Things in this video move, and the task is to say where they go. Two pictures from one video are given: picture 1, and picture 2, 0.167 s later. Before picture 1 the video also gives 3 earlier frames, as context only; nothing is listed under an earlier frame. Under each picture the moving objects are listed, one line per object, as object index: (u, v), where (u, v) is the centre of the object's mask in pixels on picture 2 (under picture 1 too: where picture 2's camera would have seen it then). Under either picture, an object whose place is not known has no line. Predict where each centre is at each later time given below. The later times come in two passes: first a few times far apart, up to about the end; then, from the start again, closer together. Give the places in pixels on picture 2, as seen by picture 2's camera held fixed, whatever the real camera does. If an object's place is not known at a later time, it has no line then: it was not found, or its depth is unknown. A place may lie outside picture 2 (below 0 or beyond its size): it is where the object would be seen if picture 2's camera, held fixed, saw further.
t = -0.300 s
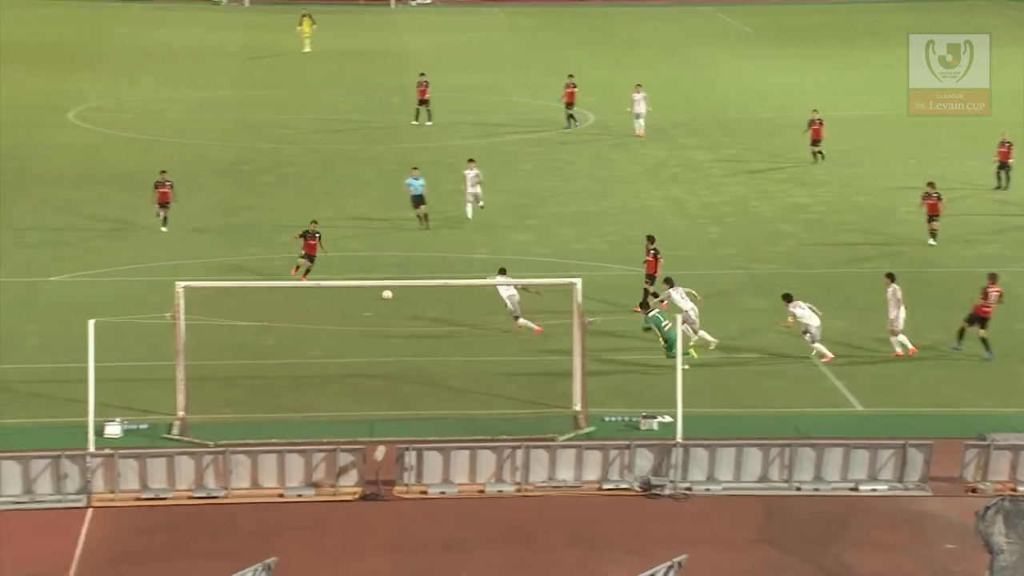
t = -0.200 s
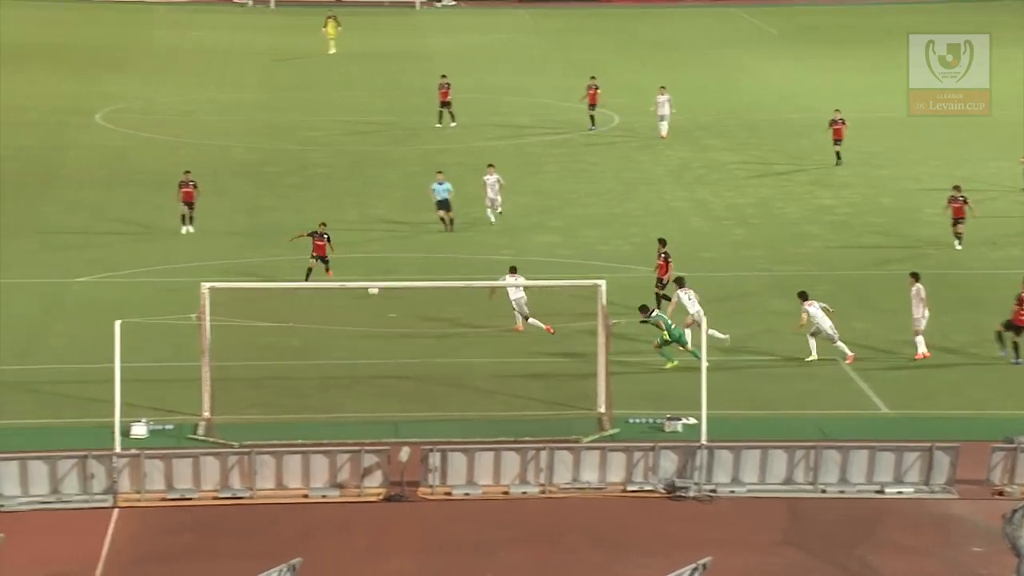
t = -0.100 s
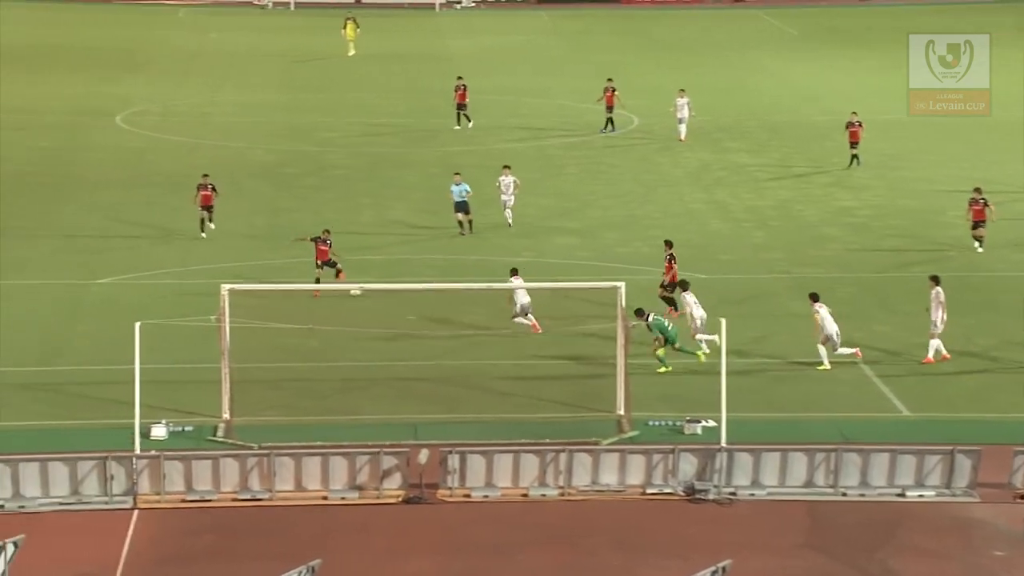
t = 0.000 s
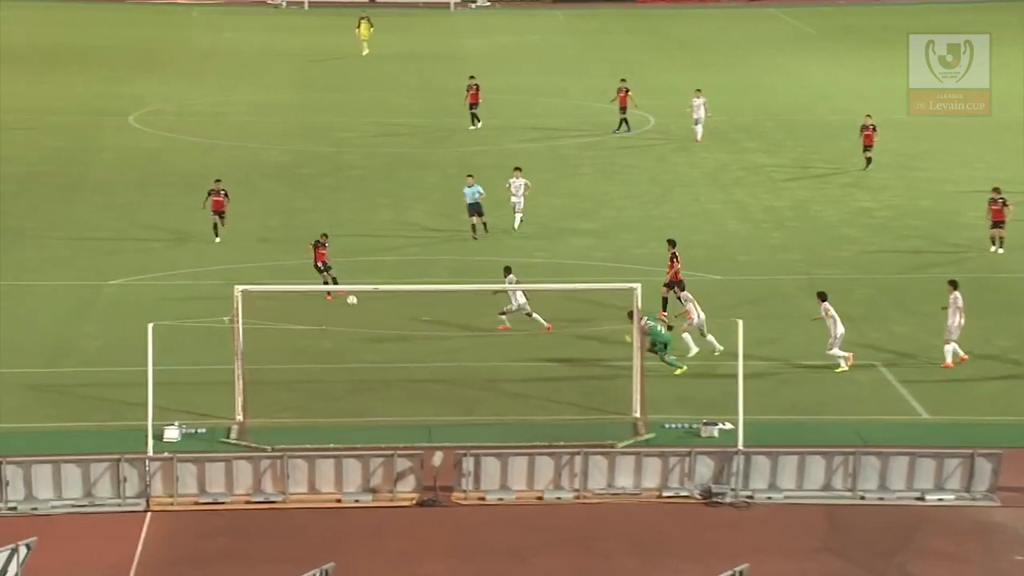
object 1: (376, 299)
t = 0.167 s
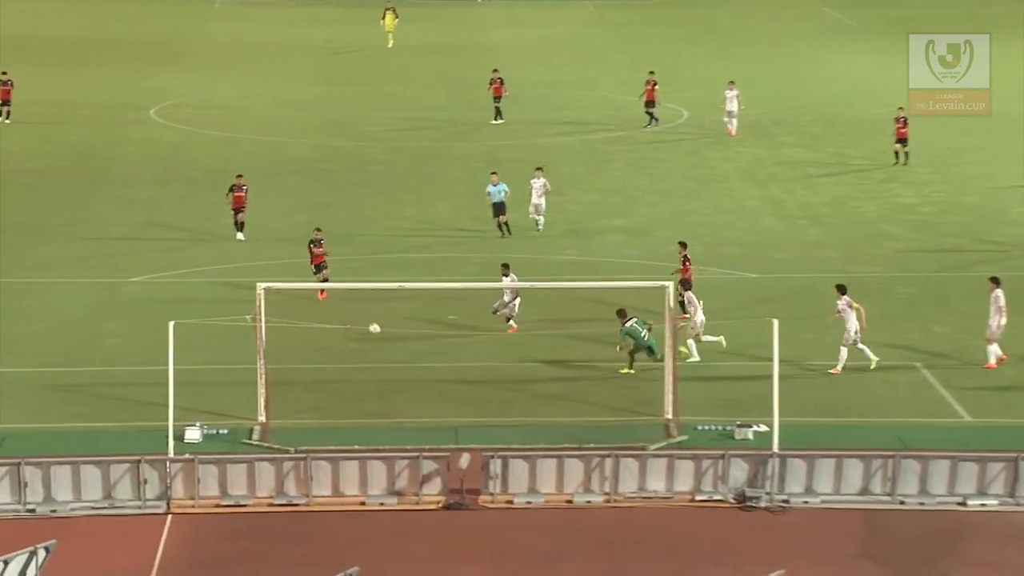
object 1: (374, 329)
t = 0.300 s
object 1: (371, 352)
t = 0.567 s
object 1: (359, 408)
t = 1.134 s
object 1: (355, 388)
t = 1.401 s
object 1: (359, 371)
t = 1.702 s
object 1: (362, 370)
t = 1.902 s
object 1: (364, 375)
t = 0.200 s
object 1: (373, 336)
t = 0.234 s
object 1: (373, 342)
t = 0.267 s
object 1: (372, 347)
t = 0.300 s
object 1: (371, 352)
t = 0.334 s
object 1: (369, 358)
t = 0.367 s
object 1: (368, 365)
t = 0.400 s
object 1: (367, 372)
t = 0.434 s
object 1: (366, 380)
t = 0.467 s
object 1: (364, 388)
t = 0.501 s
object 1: (362, 394)
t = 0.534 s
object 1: (360, 401)
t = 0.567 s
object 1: (359, 408)
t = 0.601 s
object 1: (357, 416)
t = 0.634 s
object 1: (355, 422)
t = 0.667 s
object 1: (355, 424)
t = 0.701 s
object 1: (352, 430)
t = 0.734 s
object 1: (350, 436)
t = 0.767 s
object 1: (348, 442)
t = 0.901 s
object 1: (351, 425)
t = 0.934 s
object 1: (351, 421)
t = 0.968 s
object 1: (352, 415)
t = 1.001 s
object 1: (352, 408)
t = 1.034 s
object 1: (353, 402)
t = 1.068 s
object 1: (354, 395)
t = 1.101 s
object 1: (354, 393)
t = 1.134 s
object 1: (355, 388)
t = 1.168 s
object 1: (355, 383)
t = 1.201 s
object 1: (356, 381)
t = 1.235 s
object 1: (357, 377)
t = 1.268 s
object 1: (357, 376)
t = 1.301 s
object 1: (357, 375)
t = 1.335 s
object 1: (358, 372)
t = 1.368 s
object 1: (358, 371)
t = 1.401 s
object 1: (359, 371)
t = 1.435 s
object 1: (359, 370)
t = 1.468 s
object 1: (359, 370)
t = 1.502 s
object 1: (360, 369)
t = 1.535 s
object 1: (360, 369)
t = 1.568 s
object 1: (361, 369)
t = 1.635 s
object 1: (361, 369)
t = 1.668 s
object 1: (362, 370)
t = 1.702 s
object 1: (362, 370)
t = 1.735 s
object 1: (363, 371)
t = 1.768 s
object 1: (363, 372)
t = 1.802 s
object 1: (363, 372)
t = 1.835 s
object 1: (364, 373)
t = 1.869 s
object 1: (364, 375)
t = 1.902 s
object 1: (364, 375)
